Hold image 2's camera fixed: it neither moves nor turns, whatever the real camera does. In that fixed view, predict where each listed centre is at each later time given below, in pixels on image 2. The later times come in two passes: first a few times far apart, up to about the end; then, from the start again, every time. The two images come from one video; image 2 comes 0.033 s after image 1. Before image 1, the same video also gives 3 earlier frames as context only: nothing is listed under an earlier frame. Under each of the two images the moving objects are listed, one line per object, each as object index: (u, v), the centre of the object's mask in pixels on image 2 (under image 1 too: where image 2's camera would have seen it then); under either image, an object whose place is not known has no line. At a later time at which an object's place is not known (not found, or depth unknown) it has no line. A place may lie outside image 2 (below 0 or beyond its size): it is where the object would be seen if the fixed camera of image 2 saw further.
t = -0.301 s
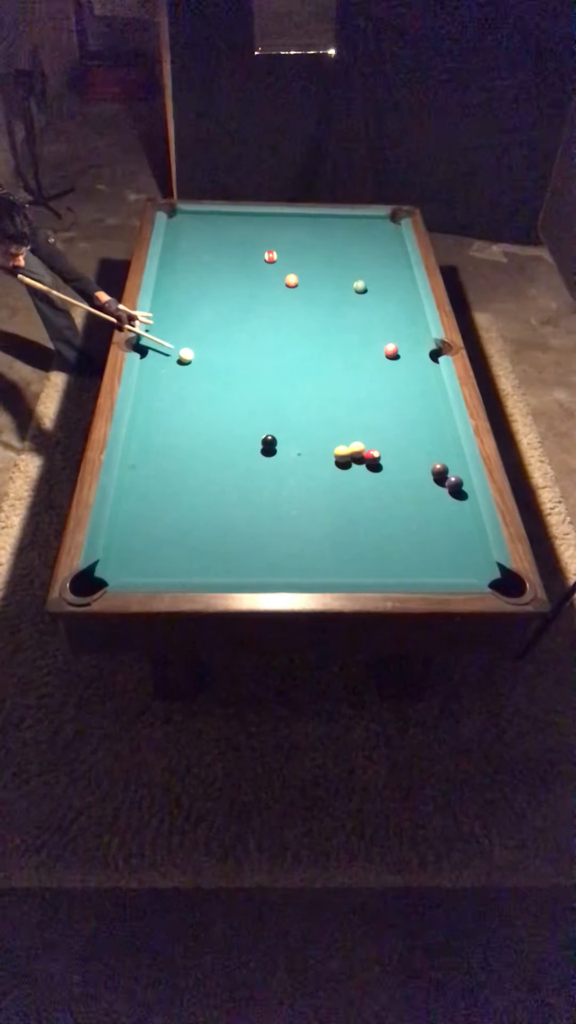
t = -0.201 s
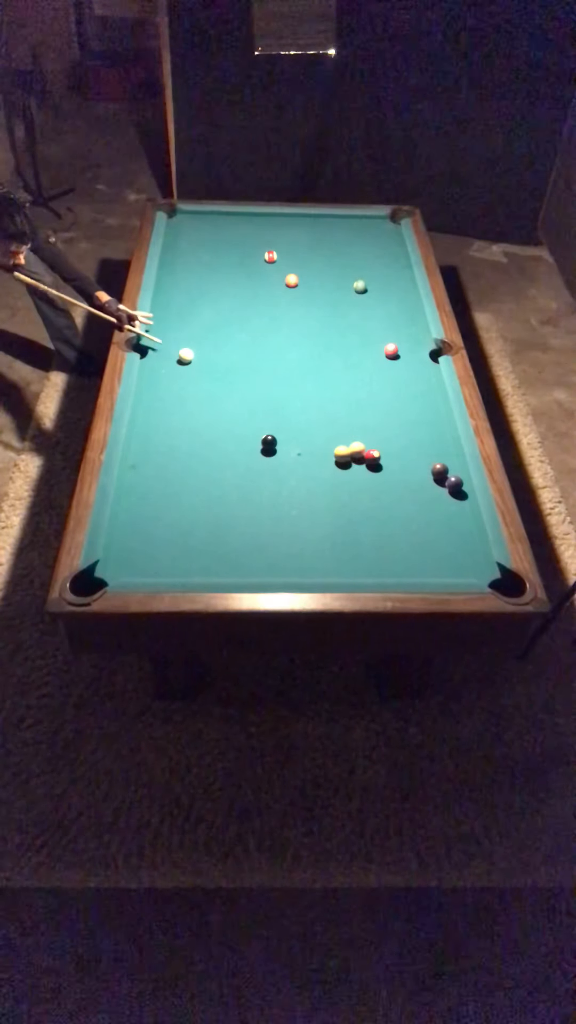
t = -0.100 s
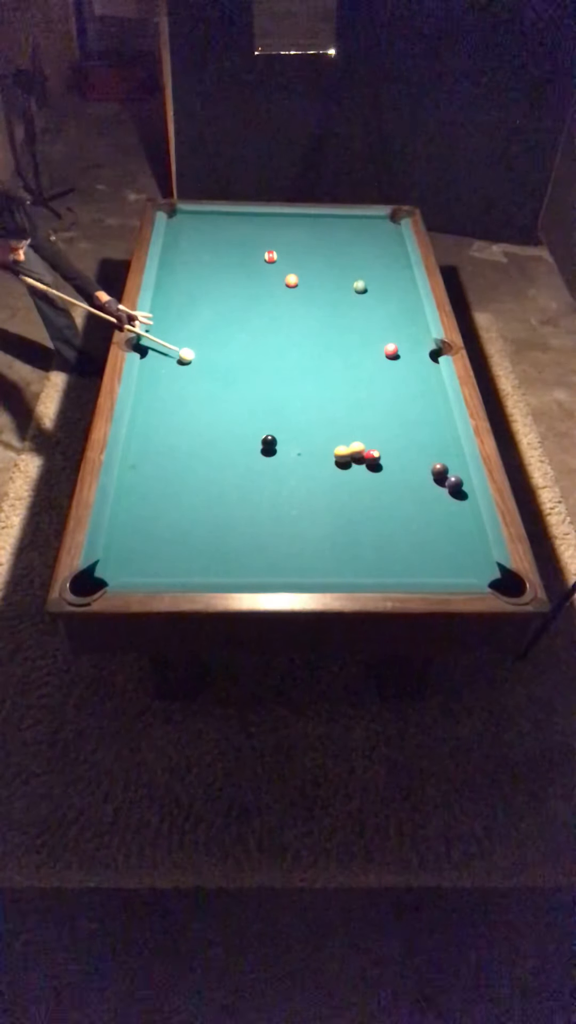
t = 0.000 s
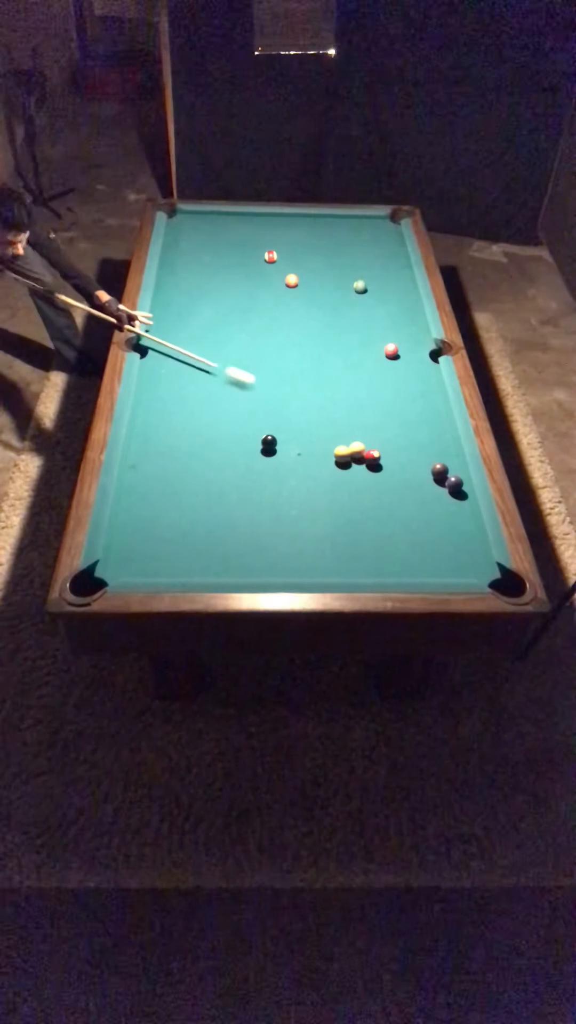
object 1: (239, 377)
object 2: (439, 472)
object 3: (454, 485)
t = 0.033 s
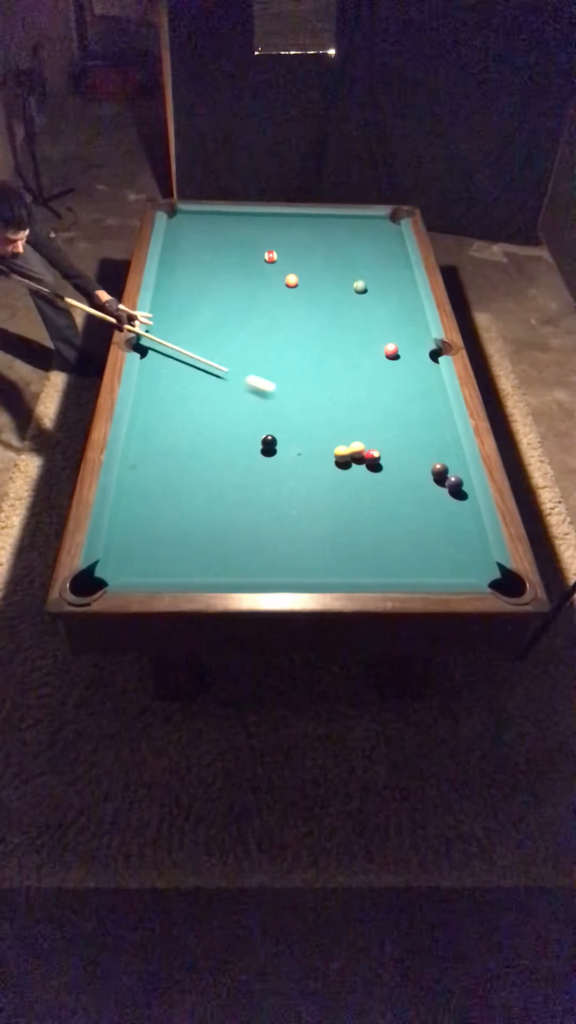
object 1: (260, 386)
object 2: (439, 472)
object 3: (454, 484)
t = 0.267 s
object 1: (401, 440)
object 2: (439, 472)
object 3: (454, 484)
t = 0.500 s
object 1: (458, 476)
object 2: (380, 476)
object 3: (454, 497)
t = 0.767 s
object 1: (464, 489)
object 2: (280, 487)
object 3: (453, 524)
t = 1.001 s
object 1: (466, 500)
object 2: (192, 495)
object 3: (451, 547)
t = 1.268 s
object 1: (470, 511)
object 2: (137, 504)
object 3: (449, 571)
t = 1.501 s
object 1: (473, 519)
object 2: (181, 511)
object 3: (443, 562)
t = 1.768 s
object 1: (475, 527)
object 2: (229, 519)
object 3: (439, 552)
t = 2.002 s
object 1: (476, 533)
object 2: (269, 526)
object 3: (435, 545)
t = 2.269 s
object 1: (477, 537)
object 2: (311, 533)
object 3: (431, 539)
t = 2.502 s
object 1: (477, 539)
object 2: (347, 539)
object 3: (428, 534)
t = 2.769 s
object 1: (478, 539)
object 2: (384, 546)
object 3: (426, 532)
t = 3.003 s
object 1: (478, 539)
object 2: (414, 551)
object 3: (425, 531)
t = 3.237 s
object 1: (478, 539)
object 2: (443, 556)
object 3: (425, 530)
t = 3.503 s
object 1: (478, 539)
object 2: (472, 560)
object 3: (425, 531)
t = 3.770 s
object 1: (478, 539)
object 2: (481, 567)
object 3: (425, 531)
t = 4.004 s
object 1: (479, 539)
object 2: (475, 571)
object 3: (425, 531)
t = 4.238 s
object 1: (478, 539)
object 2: (473, 569)
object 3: (425, 530)
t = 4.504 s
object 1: (478, 539)
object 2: (472, 567)
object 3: (425, 530)
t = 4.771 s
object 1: (478, 539)
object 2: (473, 567)
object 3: (425, 530)
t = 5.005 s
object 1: (478, 539)
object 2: (473, 566)
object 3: (425, 530)
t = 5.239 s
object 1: (478, 539)
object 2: (473, 566)
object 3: (425, 530)
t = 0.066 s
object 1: (279, 394)
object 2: (439, 472)
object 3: (454, 484)
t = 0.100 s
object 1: (299, 403)
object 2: (439, 472)
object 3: (454, 484)
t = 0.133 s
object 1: (319, 410)
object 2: (439, 472)
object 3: (454, 484)
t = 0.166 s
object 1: (339, 419)
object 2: (439, 472)
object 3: (454, 484)
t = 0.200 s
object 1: (359, 425)
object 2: (439, 472)
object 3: (454, 484)
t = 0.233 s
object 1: (380, 434)
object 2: (439, 472)
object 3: (454, 484)
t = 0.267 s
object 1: (401, 440)
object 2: (439, 472)
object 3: (454, 484)
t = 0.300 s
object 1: (423, 451)
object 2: (440, 472)
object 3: (454, 484)
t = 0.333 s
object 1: (444, 458)
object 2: (439, 472)
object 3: (454, 484)
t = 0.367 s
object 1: (458, 467)
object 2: (439, 471)
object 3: (454, 485)
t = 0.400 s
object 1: (456, 470)
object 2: (425, 473)
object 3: (454, 484)
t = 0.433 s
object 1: (456, 472)
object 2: (409, 474)
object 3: (454, 489)
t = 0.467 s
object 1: (457, 474)
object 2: (394, 476)
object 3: (454, 493)
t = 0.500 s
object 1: (458, 476)
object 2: (380, 476)
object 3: (454, 497)
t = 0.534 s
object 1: (460, 478)
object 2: (368, 478)
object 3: (454, 501)
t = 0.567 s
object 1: (461, 479)
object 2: (355, 480)
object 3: (453, 504)
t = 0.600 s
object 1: (462, 481)
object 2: (343, 481)
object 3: (453, 507)
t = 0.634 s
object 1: (463, 482)
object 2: (330, 482)
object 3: (453, 510)
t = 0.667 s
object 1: (463, 484)
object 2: (318, 483)
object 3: (453, 514)
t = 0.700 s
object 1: (463, 486)
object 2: (306, 484)
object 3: (453, 518)
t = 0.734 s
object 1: (464, 488)
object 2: (293, 486)
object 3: (453, 521)
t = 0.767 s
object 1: (464, 489)
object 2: (280, 487)
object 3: (453, 524)
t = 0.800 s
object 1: (464, 491)
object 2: (268, 488)
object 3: (452, 528)
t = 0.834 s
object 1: (464, 492)
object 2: (255, 489)
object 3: (452, 531)
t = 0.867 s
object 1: (465, 494)
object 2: (242, 490)
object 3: (452, 534)
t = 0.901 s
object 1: (465, 495)
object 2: (229, 491)
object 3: (452, 537)
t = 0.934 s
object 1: (465, 497)
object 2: (217, 493)
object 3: (452, 541)
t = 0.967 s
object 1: (466, 499)
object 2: (205, 494)
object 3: (451, 545)
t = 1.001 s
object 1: (466, 500)
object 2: (192, 495)
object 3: (451, 547)
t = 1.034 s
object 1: (466, 502)
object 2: (179, 497)
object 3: (451, 550)
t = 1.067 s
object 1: (467, 503)
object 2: (166, 498)
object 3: (451, 554)
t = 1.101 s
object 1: (467, 504)
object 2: (154, 499)
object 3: (451, 557)
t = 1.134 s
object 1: (468, 506)
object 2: (141, 500)
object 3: (450, 560)
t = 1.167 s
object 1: (469, 507)
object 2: (128, 501)
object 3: (450, 564)
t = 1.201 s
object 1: (469, 509)
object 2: (121, 502)
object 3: (450, 567)
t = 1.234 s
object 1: (469, 510)
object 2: (129, 503)
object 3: (449, 570)
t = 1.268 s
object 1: (470, 511)
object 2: (137, 504)
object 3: (449, 571)
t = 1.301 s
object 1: (470, 513)
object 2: (144, 505)
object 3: (448, 571)
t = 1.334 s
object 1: (470, 514)
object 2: (150, 506)
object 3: (448, 570)
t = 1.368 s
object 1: (471, 515)
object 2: (156, 507)
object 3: (447, 568)
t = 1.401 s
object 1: (471, 516)
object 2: (163, 508)
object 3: (446, 566)
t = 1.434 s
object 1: (472, 517)
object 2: (169, 509)
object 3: (445, 564)
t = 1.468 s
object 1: (472, 518)
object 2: (175, 510)
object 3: (444, 563)
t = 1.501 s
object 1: (473, 519)
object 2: (181, 511)
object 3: (443, 562)
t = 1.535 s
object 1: (473, 520)
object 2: (187, 512)
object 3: (443, 561)
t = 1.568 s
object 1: (474, 521)
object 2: (193, 513)
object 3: (442, 559)
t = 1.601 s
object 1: (474, 522)
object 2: (199, 514)
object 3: (442, 558)
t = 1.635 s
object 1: (474, 523)
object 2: (206, 515)
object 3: (441, 557)
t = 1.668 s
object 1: (474, 525)
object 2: (211, 516)
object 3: (440, 555)
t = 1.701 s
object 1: (474, 526)
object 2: (217, 517)
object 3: (439, 554)
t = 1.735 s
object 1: (475, 526)
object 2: (223, 518)
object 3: (439, 553)
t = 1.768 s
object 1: (475, 527)
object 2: (229, 519)
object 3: (439, 552)
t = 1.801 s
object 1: (475, 528)
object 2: (235, 520)
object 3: (438, 550)
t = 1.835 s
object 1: (475, 529)
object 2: (241, 521)
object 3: (437, 549)
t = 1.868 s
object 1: (475, 530)
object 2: (246, 522)
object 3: (437, 548)
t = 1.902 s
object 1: (476, 531)
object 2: (252, 523)
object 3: (436, 547)
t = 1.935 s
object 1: (476, 532)
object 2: (258, 524)
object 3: (436, 547)
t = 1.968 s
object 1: (476, 532)
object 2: (263, 525)
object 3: (435, 546)
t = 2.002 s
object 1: (476, 533)
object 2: (269, 526)
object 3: (435, 545)
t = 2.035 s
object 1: (476, 534)
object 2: (274, 527)
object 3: (434, 544)
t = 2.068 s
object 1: (477, 534)
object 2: (279, 527)
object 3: (434, 543)
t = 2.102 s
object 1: (477, 535)
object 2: (285, 528)
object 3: (433, 542)
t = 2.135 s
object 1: (477, 535)
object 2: (290, 529)
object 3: (433, 541)
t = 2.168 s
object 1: (477, 536)
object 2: (296, 530)
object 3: (432, 540)
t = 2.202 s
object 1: (477, 537)
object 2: (301, 531)
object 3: (432, 539)
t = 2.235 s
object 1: (477, 537)
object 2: (306, 532)
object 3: (431, 539)
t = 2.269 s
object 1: (477, 537)
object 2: (311, 533)
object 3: (431, 539)
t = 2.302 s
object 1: (477, 538)
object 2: (317, 534)
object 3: (431, 538)
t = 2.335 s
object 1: (477, 538)
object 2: (322, 535)
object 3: (430, 538)
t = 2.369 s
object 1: (477, 538)
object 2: (327, 536)
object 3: (430, 536)
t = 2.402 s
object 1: (477, 539)
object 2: (332, 537)
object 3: (430, 535)
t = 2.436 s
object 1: (477, 539)
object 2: (337, 538)
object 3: (429, 535)
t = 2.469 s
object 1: (477, 539)
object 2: (342, 539)
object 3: (429, 535)
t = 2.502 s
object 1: (477, 539)
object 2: (347, 539)
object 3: (428, 534)
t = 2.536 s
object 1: (477, 539)
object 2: (352, 540)
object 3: (428, 534)
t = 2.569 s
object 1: (477, 540)
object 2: (356, 541)
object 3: (428, 533)
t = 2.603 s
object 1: (477, 540)
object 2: (361, 542)
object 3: (428, 533)
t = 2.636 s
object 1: (478, 540)
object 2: (366, 543)
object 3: (427, 533)
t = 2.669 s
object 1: (478, 540)
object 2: (371, 544)
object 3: (427, 532)
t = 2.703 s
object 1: (478, 540)
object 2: (375, 544)
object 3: (427, 532)
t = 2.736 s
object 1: (478, 540)
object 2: (380, 545)
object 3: (426, 532)
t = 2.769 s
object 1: (478, 539)
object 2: (384, 546)
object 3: (426, 532)
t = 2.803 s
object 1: (478, 539)
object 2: (388, 546)
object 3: (426, 532)
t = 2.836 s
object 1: (478, 539)
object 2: (393, 547)
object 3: (426, 531)
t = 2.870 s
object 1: (478, 539)
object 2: (397, 548)
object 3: (426, 531)
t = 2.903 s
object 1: (478, 539)
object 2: (402, 549)
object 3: (426, 531)
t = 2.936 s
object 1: (478, 539)
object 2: (406, 549)
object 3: (425, 531)
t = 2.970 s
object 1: (478, 539)
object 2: (410, 550)
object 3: (425, 531)
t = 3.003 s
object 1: (478, 539)
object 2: (414, 551)
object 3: (425, 531)
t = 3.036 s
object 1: (478, 539)
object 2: (419, 552)
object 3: (425, 530)
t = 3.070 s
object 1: (478, 539)
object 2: (423, 552)
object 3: (425, 530)
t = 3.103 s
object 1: (478, 539)
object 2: (427, 553)
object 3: (425, 530)
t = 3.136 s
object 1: (478, 539)
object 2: (431, 553)
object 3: (425, 530)
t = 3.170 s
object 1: (478, 539)
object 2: (435, 554)
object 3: (425, 530)
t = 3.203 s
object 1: (478, 539)
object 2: (439, 555)
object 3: (425, 530)
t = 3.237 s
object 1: (478, 539)
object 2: (443, 556)
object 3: (425, 530)
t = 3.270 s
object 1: (478, 539)
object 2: (447, 556)
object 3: (425, 530)
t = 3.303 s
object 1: (478, 539)
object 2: (450, 557)
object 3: (425, 530)
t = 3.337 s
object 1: (478, 539)
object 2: (454, 558)
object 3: (425, 530)
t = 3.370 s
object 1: (478, 539)
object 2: (458, 558)
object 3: (425, 530)
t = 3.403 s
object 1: (478, 539)
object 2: (461, 559)
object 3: (425, 531)
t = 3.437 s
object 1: (478, 539)
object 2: (465, 559)
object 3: (425, 531)
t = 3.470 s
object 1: (479, 539)
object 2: (468, 560)
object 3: (425, 531)
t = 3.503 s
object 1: (478, 539)
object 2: (472, 560)
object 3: (425, 531)
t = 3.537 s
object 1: (479, 539)
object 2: (476, 561)
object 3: (425, 530)
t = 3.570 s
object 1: (479, 539)
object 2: (479, 562)
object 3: (425, 531)
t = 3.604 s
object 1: (479, 539)
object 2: (483, 562)
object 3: (425, 530)
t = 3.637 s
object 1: (478, 539)
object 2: (485, 563)
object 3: (425, 530)
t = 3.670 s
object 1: (479, 539)
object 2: (484, 563)
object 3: (425, 531)
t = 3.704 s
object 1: (479, 539)
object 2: (484, 565)
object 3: (425, 531)
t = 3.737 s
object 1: (479, 539)
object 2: (482, 566)
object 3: (425, 531)
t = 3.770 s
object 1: (478, 539)
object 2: (481, 567)
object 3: (425, 531)
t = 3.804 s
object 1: (478, 539)
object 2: (480, 568)
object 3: (425, 530)
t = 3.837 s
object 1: (478, 539)
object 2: (479, 568)
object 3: (425, 531)
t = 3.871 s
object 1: (478, 539)
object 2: (478, 568)
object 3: (425, 531)
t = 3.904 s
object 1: (478, 539)
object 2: (478, 569)
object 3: (425, 531)
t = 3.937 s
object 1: (478, 539)
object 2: (477, 571)
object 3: (425, 531)
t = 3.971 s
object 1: (479, 539)
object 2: (476, 571)
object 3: (425, 531)
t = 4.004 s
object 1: (479, 539)
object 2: (475, 571)
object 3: (425, 531)
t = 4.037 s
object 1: (478, 539)
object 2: (474, 571)
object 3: (425, 530)
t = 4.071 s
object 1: (478, 539)
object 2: (474, 571)
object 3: (425, 530)
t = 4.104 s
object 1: (479, 539)
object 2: (473, 571)
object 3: (425, 530)
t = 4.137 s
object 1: (479, 539)
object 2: (473, 570)
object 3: (425, 530)
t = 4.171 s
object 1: (479, 539)
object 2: (473, 570)
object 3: (425, 530)
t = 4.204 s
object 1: (478, 539)
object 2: (473, 569)
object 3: (425, 530)
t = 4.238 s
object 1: (478, 539)
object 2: (473, 569)
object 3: (425, 530)
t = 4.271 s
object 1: (478, 539)
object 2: (472, 569)
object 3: (425, 530)
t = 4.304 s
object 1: (478, 539)
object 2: (472, 569)
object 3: (425, 530)
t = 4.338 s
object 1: (478, 539)
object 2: (472, 568)
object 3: (425, 530)
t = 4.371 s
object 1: (478, 539)
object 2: (472, 568)
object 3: (425, 530)
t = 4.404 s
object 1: (478, 539)
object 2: (472, 567)
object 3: (425, 530)
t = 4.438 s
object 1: (478, 539)
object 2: (472, 567)
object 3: (425, 530)
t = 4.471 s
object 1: (478, 539)
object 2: (472, 567)
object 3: (425, 530)
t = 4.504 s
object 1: (478, 539)
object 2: (472, 567)
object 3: (425, 530)
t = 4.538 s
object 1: (478, 539)
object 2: (472, 567)
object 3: (425, 530)
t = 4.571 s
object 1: (478, 539)
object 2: (472, 567)
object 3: (425, 530)
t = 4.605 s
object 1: (478, 539)
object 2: (472, 566)
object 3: (425, 530)
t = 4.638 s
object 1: (478, 539)
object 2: (473, 566)
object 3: (425, 530)
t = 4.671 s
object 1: (478, 539)
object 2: (473, 566)
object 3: (425, 530)
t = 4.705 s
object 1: (478, 539)
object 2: (473, 566)
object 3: (425, 530)
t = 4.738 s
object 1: (478, 539)
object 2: (473, 566)
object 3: (425, 530)
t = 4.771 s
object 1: (478, 539)
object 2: (473, 567)
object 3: (425, 530)
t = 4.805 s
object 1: (478, 539)
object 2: (473, 567)
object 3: (425, 530)
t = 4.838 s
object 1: (478, 539)
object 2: (473, 566)
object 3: (425, 530)
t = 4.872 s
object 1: (478, 539)
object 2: (473, 566)
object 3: (425, 530)
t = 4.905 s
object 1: (478, 539)
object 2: (473, 567)
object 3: (425, 530)
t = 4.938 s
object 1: (478, 539)
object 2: (473, 566)
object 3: (425, 530)
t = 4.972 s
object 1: (478, 539)
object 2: (473, 566)
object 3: (425, 530)
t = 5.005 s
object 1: (478, 539)
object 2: (473, 566)
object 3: (425, 530)
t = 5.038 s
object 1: (478, 539)
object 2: (473, 567)
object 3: (425, 530)
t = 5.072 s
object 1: (478, 539)
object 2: (473, 567)
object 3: (425, 530)
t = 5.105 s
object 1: (478, 539)
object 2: (473, 566)
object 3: (425, 530)
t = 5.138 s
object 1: (478, 539)
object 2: (473, 567)
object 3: (425, 530)
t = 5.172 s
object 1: (478, 539)
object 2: (473, 566)
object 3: (425, 530)
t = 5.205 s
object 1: (478, 539)
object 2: (473, 566)
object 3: (425, 530)
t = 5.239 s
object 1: (478, 539)
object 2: (473, 566)
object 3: (425, 530)
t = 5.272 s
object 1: (478, 539)
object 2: (473, 566)
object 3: (425, 530)
